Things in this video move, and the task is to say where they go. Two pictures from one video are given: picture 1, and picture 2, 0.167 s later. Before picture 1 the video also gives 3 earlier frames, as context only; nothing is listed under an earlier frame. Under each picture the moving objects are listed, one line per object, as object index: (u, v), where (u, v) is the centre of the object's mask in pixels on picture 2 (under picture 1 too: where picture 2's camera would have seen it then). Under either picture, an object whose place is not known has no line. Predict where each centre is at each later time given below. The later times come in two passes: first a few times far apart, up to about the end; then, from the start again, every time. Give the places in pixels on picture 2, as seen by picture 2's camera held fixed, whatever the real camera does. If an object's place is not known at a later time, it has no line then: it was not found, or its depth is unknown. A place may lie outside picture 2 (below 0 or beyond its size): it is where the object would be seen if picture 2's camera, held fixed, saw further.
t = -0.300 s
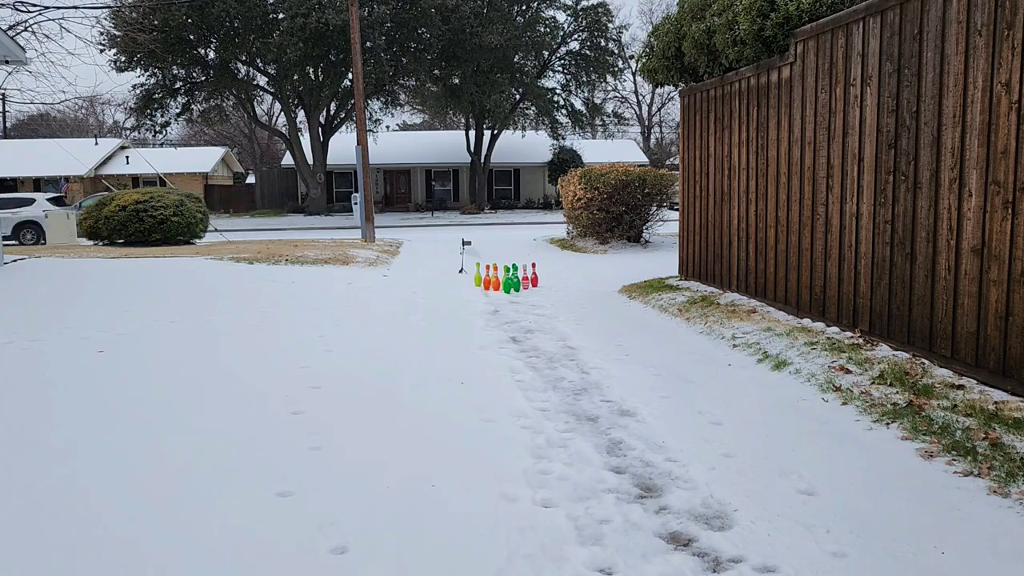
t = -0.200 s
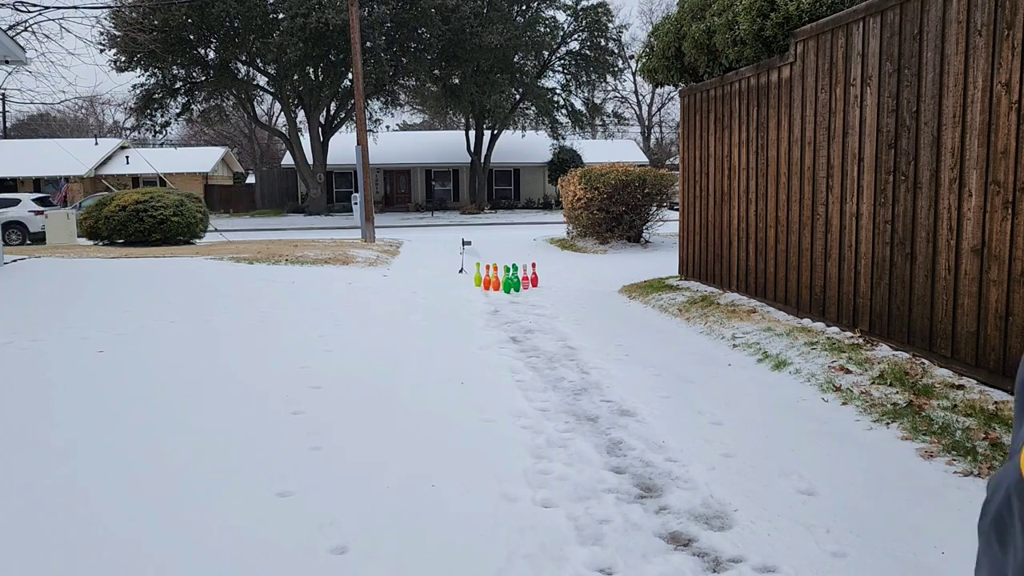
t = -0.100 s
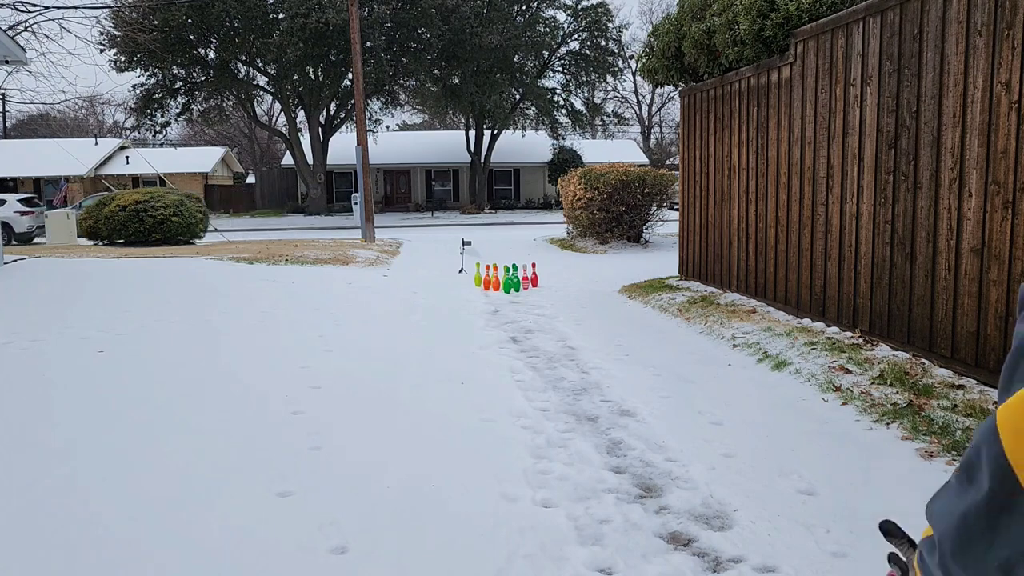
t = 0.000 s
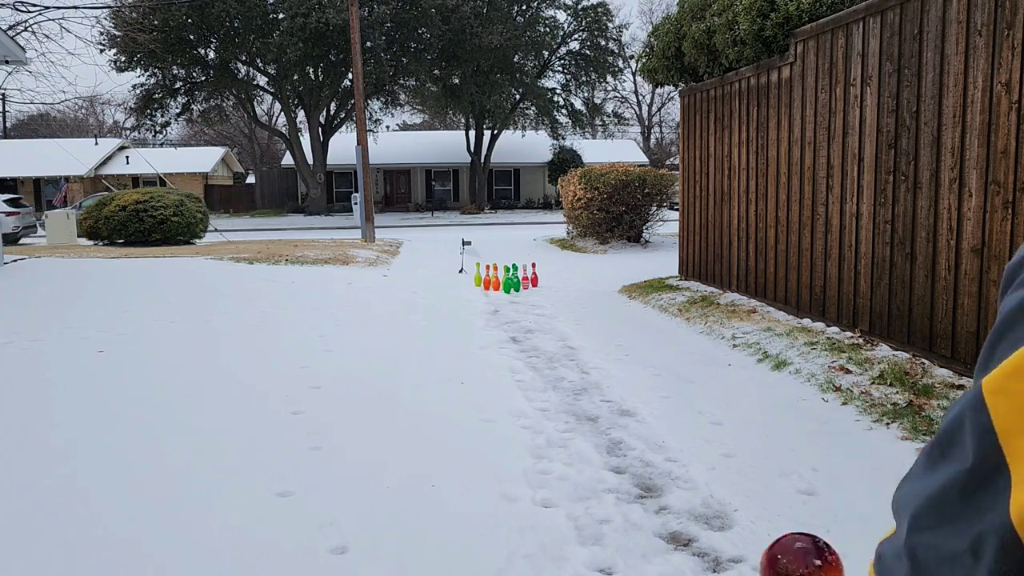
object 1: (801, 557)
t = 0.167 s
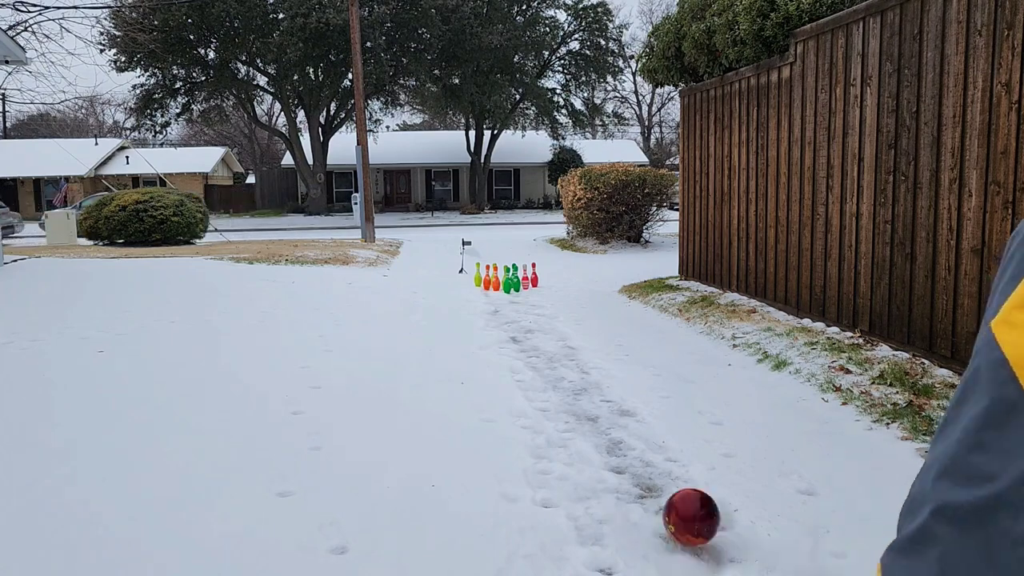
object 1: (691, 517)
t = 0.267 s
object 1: (653, 478)
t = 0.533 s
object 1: (591, 401)
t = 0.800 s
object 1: (555, 359)
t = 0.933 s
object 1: (542, 345)
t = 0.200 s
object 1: (677, 500)
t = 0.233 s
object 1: (665, 488)
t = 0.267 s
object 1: (653, 478)
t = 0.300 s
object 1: (643, 466)
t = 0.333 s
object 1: (633, 453)
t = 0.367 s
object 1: (625, 442)
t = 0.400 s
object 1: (617, 431)
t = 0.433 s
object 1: (610, 423)
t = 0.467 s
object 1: (604, 415)
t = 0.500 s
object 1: (597, 407)
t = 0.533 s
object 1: (591, 401)
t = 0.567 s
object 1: (586, 394)
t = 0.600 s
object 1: (580, 387)
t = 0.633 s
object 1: (575, 382)
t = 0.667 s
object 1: (571, 377)
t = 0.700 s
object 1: (566, 372)
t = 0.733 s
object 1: (562, 367)
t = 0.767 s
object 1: (559, 364)
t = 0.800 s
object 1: (555, 359)
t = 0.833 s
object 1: (552, 355)
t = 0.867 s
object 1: (548, 352)
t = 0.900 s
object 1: (545, 348)
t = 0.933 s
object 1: (542, 345)
